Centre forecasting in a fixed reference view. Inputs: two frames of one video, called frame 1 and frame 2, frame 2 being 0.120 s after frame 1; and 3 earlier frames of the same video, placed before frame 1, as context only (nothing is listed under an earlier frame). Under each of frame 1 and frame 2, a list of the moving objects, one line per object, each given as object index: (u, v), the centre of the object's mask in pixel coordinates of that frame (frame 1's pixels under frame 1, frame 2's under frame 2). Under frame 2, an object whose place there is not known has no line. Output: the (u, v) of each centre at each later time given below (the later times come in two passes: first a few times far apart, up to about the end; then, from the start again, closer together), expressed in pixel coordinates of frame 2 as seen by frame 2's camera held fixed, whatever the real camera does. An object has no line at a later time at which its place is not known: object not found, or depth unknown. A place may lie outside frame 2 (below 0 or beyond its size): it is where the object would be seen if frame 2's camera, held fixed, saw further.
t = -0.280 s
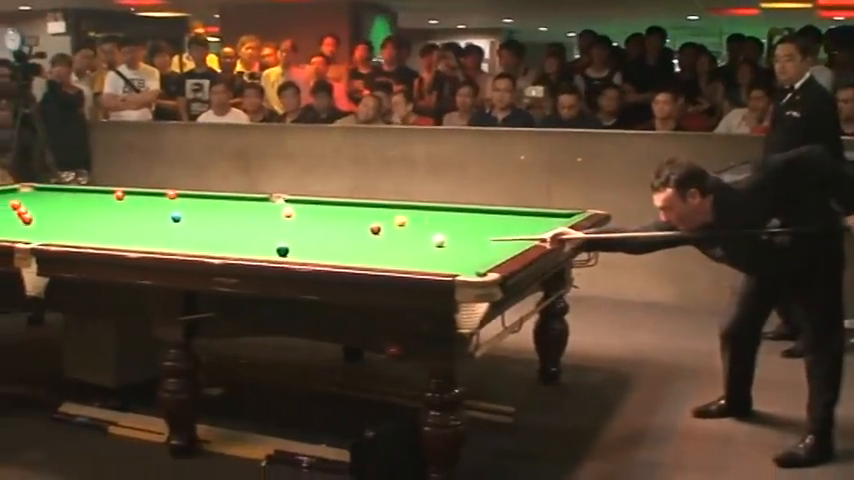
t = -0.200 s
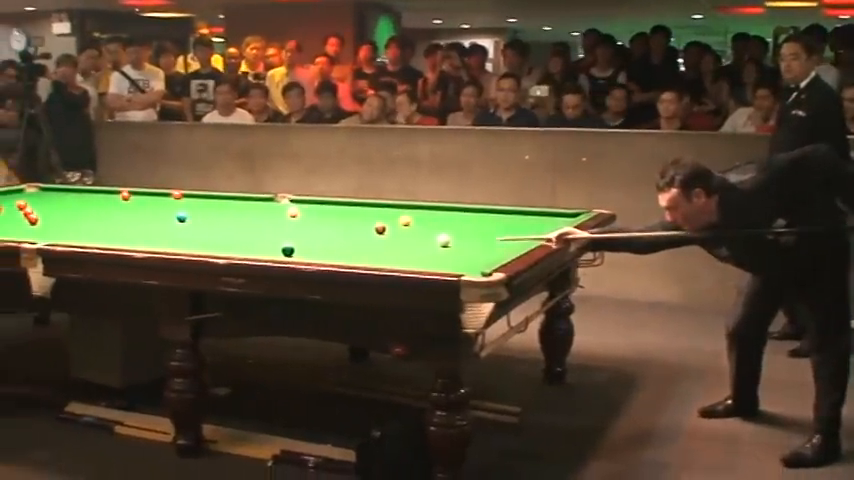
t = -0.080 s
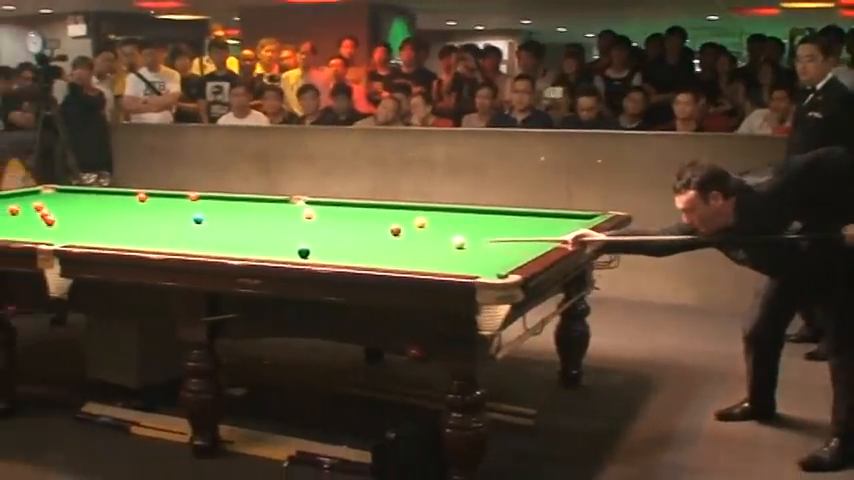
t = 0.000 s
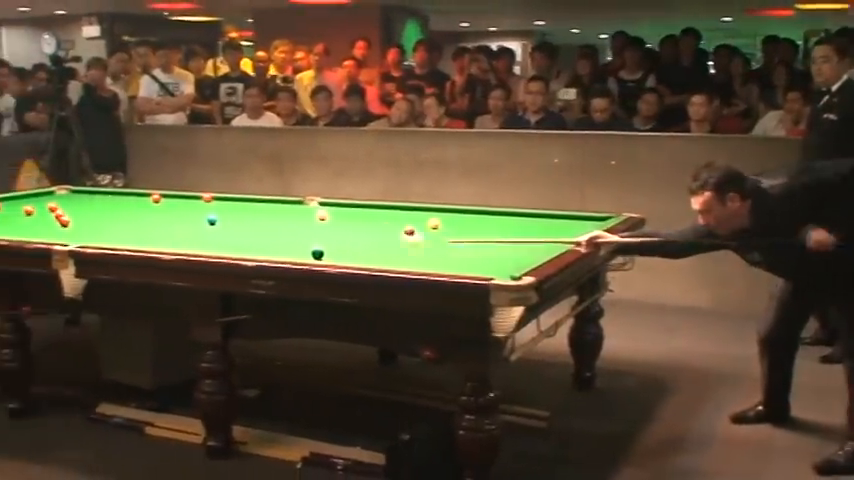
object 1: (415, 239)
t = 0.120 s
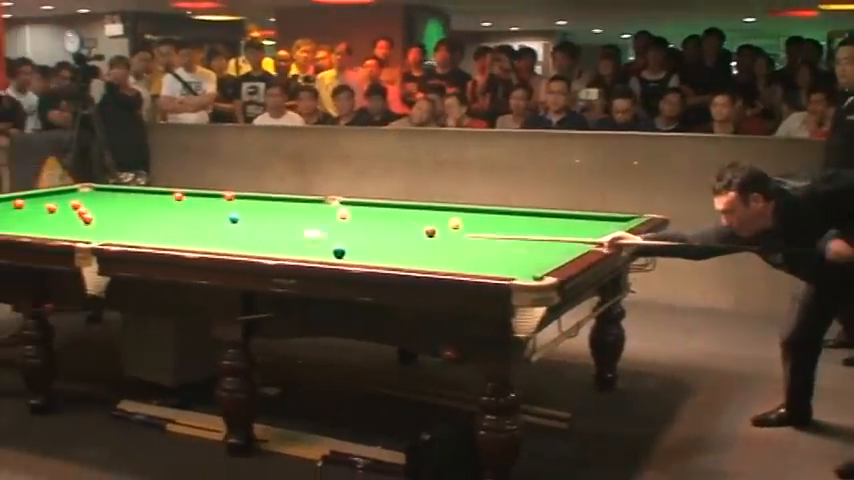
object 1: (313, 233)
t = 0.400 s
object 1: (77, 227)
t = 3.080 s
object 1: (8, 219)
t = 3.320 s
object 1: (29, 219)
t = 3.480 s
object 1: (42, 219)
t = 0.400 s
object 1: (77, 227)
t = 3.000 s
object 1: (1, 219)
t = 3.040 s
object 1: (5, 219)
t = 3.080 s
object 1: (8, 219)
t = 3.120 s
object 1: (12, 219)
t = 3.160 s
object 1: (15, 219)
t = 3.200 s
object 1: (19, 220)
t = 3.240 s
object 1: (22, 219)
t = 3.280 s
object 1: (25, 220)
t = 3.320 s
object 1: (29, 219)
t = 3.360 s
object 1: (32, 220)
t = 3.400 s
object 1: (35, 219)
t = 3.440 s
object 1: (39, 219)
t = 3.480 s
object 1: (42, 219)
